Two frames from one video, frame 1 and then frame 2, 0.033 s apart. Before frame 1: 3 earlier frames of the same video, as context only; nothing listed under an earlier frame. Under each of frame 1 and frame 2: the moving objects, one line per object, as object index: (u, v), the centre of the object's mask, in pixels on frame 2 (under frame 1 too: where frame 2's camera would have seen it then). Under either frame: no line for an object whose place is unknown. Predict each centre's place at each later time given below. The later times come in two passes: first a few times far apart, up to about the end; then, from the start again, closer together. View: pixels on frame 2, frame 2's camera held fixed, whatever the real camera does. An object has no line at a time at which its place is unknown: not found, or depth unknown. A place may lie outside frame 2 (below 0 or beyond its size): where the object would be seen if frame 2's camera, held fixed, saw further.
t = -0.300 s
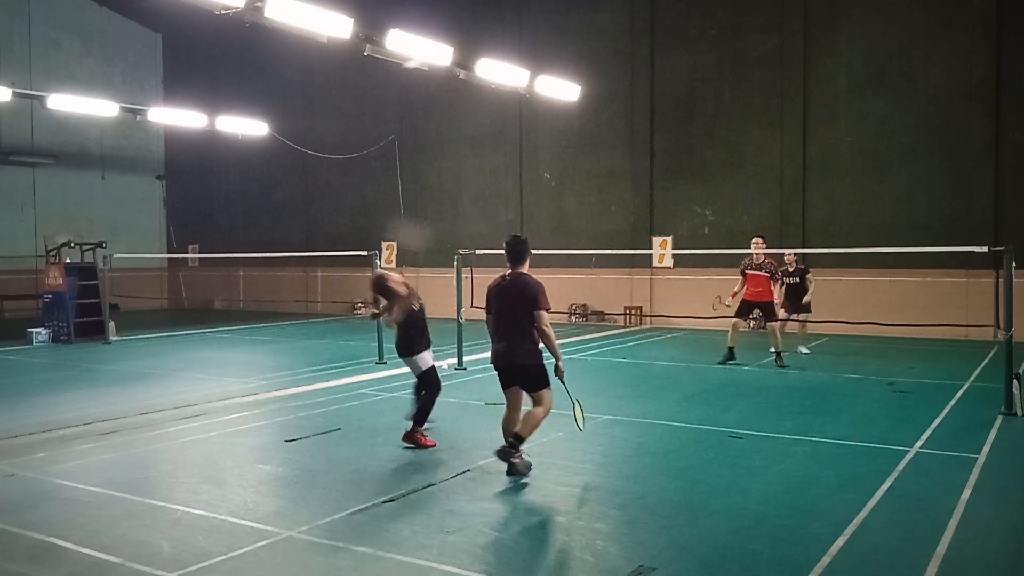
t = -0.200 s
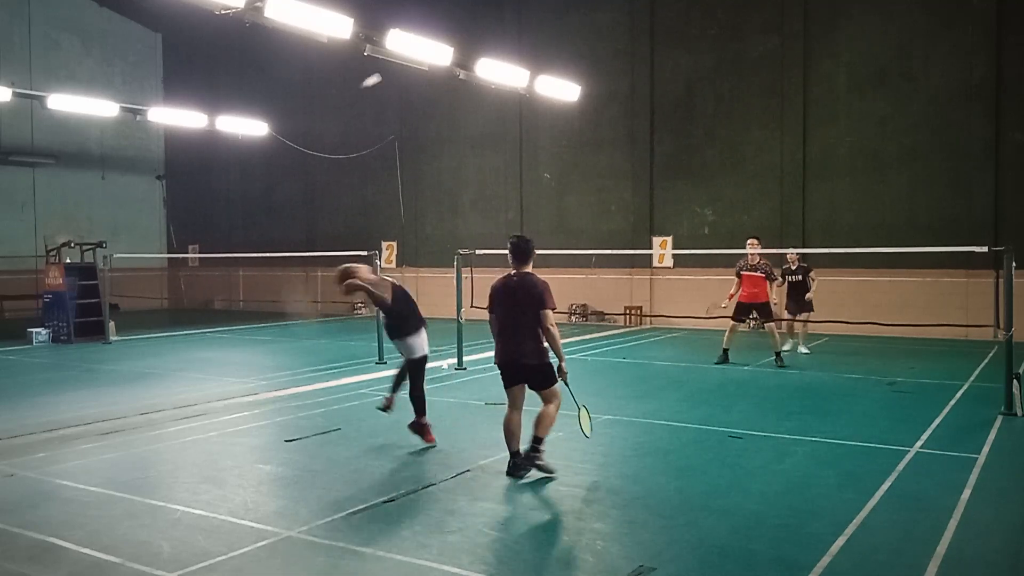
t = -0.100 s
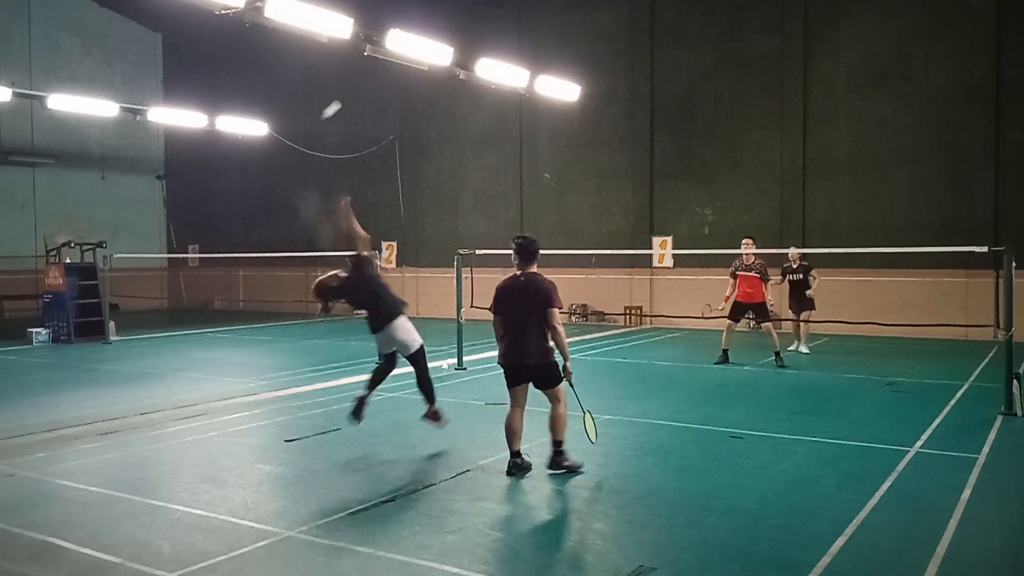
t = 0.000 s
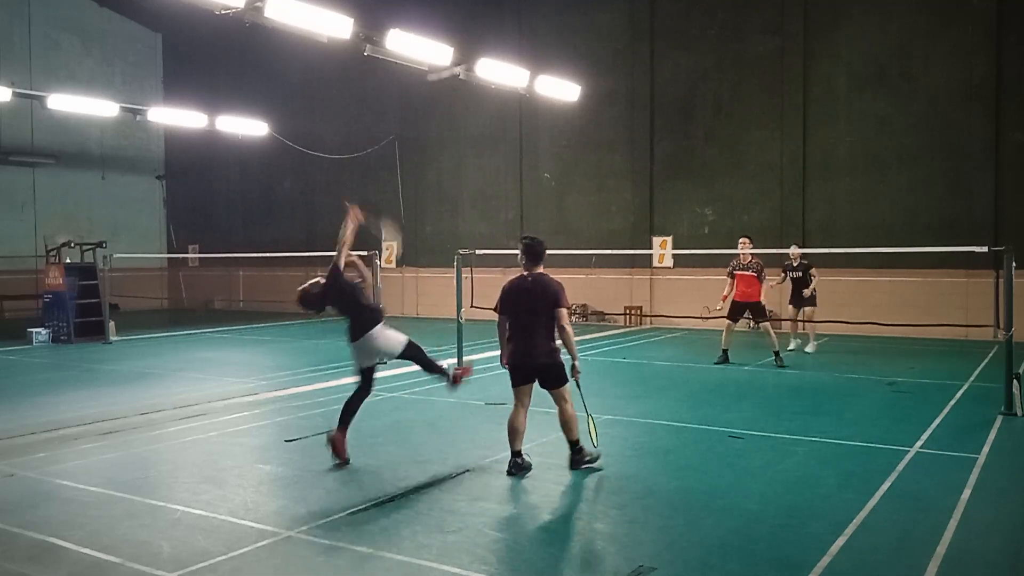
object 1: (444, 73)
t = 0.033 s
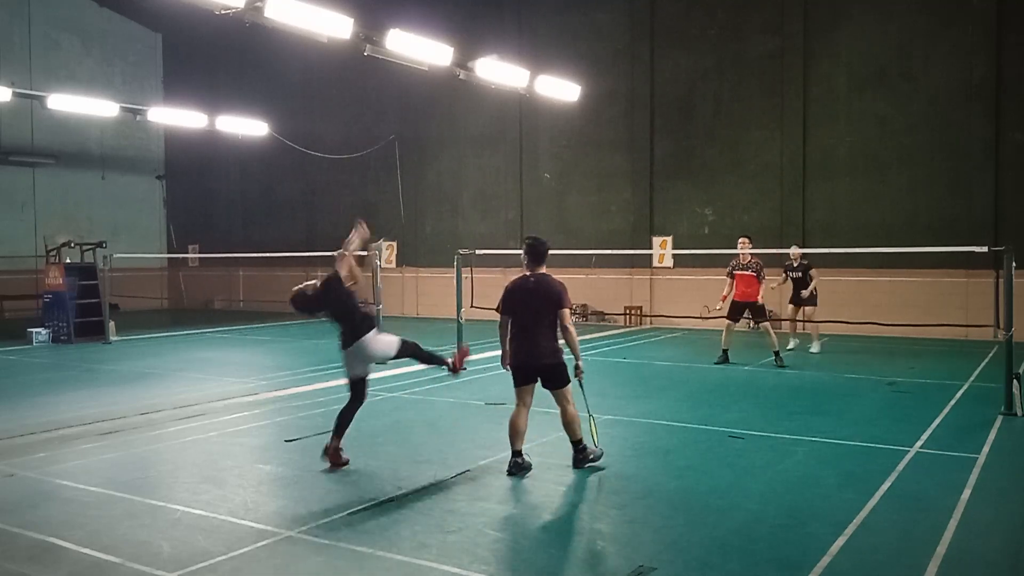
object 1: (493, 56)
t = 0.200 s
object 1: (571, 43)
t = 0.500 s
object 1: (631, 66)
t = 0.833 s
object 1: (666, 130)
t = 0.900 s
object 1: (671, 146)
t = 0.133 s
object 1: (546, 45)
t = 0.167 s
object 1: (560, 43)
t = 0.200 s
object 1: (571, 43)
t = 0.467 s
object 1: (627, 61)
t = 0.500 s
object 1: (631, 66)
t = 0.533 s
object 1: (636, 71)
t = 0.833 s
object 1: (666, 130)
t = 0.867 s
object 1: (668, 138)
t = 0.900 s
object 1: (671, 146)
